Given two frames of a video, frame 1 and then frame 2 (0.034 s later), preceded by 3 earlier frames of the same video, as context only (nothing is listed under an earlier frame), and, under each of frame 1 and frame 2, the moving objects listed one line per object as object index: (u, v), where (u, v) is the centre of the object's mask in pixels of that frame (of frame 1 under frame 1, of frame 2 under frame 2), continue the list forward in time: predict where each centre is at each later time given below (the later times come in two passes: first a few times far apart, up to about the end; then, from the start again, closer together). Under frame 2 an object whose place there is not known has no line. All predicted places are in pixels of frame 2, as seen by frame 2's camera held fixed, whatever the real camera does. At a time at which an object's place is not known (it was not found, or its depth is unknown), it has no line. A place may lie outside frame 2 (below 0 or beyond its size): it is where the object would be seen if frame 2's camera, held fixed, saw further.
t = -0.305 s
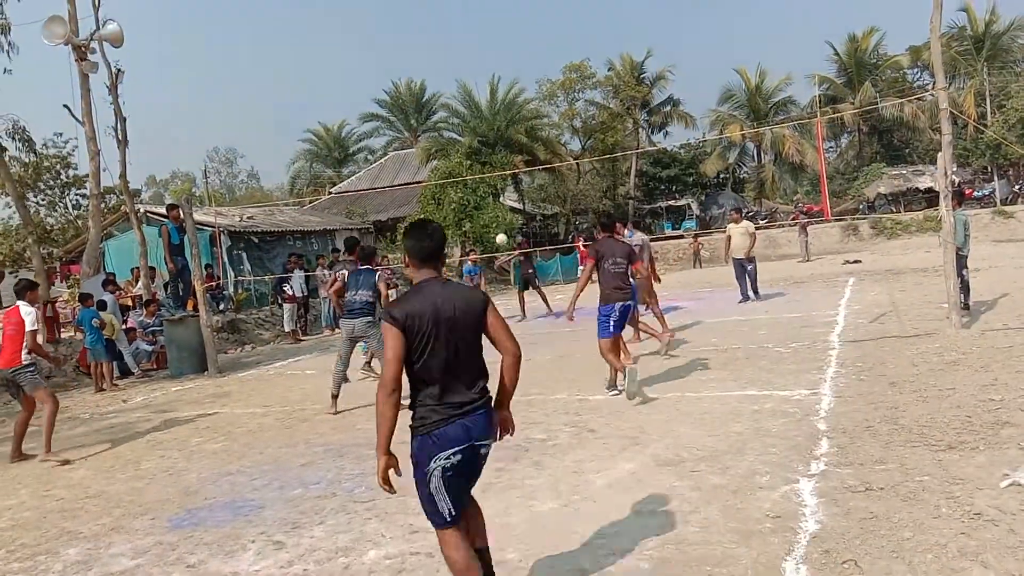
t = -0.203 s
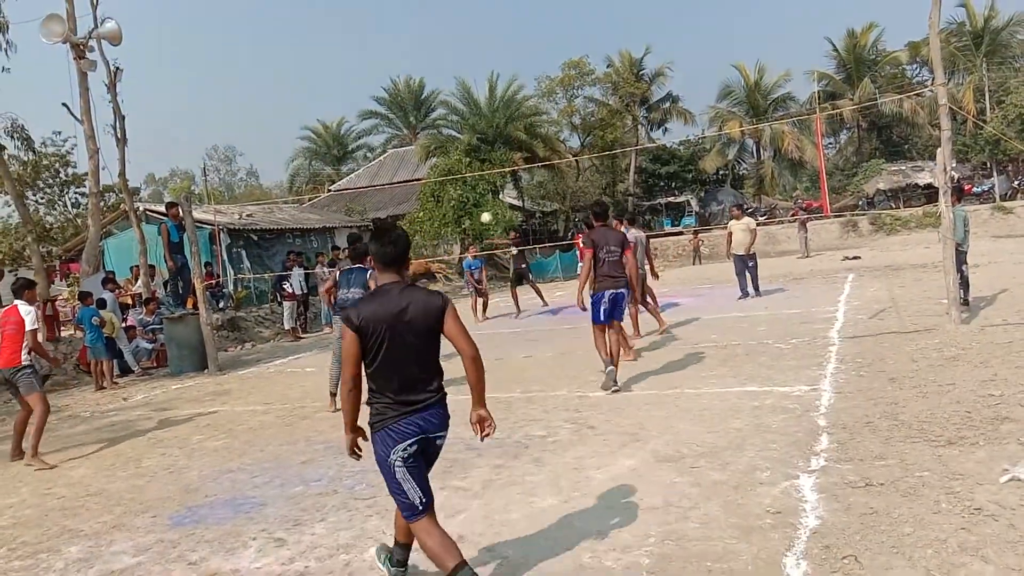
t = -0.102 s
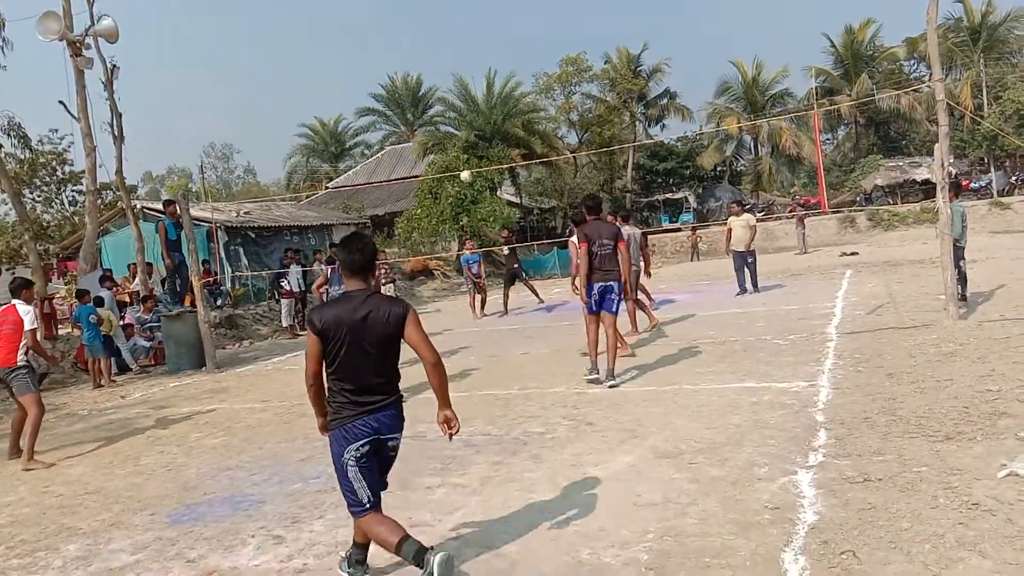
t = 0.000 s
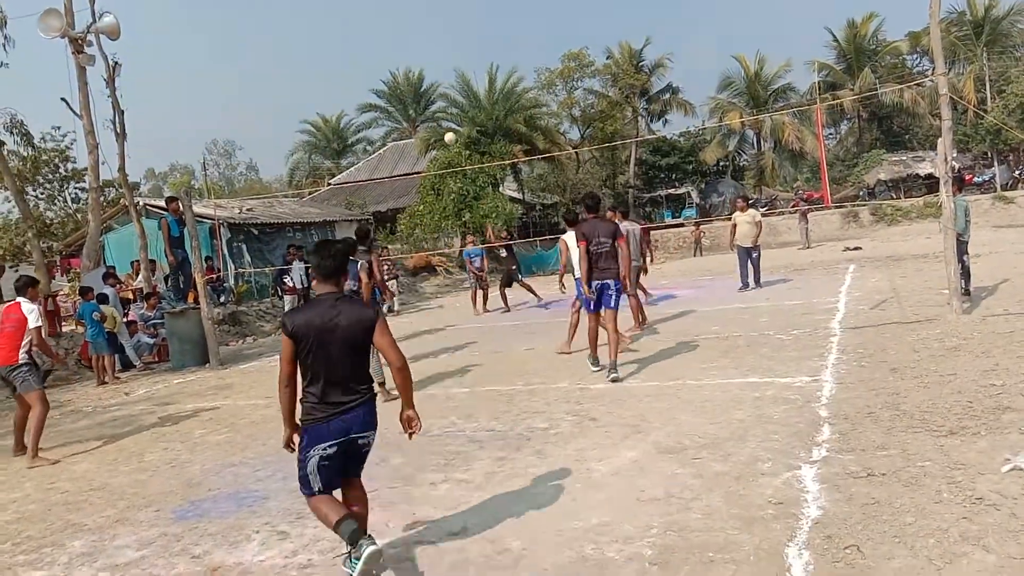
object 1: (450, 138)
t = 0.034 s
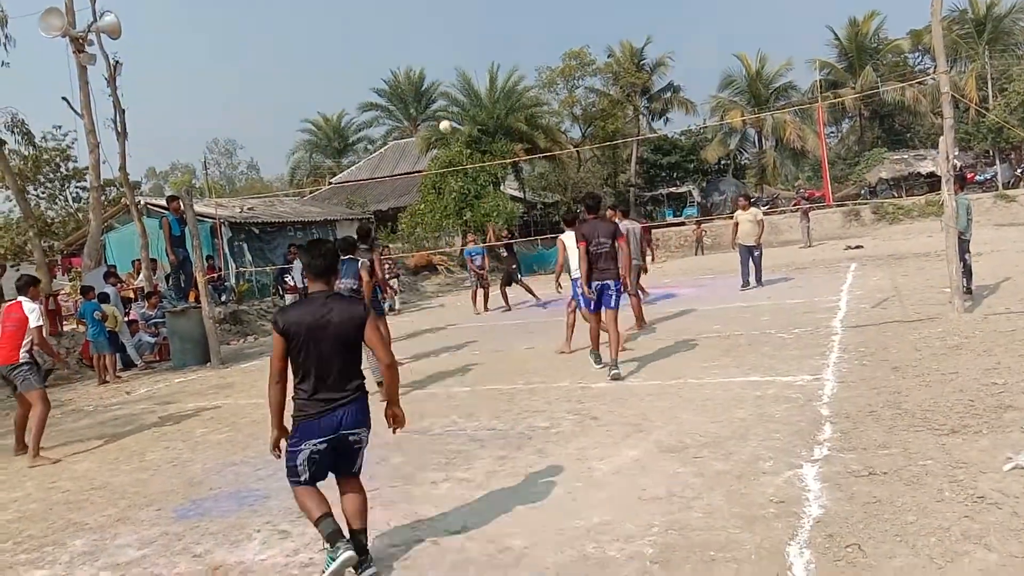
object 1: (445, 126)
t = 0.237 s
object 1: (411, 76)
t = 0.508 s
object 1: (369, 46)
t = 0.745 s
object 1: (336, 55)
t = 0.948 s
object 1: (312, 91)
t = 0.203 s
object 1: (417, 84)
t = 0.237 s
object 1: (411, 76)
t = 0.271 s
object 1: (405, 69)
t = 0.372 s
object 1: (389, 56)
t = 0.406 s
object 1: (384, 52)
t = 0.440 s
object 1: (379, 49)
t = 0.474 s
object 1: (374, 47)
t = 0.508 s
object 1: (369, 46)
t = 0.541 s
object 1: (364, 45)
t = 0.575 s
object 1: (359, 44)
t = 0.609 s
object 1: (355, 45)
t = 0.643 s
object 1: (350, 46)
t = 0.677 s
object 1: (346, 48)
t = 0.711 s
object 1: (341, 51)
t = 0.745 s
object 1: (336, 55)
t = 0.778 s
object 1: (332, 59)
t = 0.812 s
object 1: (328, 64)
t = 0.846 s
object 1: (324, 69)
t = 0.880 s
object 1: (320, 75)
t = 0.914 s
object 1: (316, 83)
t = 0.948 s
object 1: (312, 91)
